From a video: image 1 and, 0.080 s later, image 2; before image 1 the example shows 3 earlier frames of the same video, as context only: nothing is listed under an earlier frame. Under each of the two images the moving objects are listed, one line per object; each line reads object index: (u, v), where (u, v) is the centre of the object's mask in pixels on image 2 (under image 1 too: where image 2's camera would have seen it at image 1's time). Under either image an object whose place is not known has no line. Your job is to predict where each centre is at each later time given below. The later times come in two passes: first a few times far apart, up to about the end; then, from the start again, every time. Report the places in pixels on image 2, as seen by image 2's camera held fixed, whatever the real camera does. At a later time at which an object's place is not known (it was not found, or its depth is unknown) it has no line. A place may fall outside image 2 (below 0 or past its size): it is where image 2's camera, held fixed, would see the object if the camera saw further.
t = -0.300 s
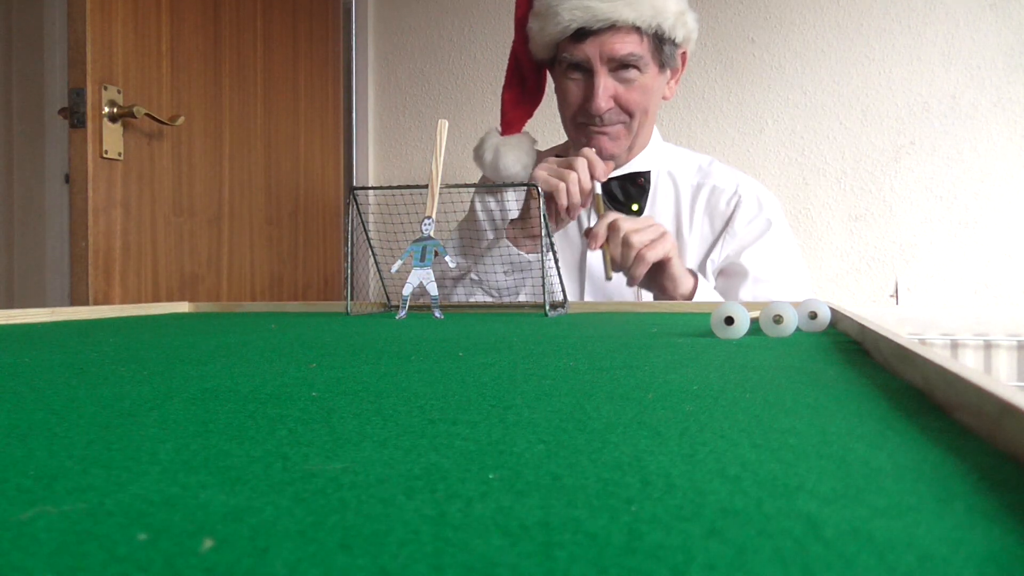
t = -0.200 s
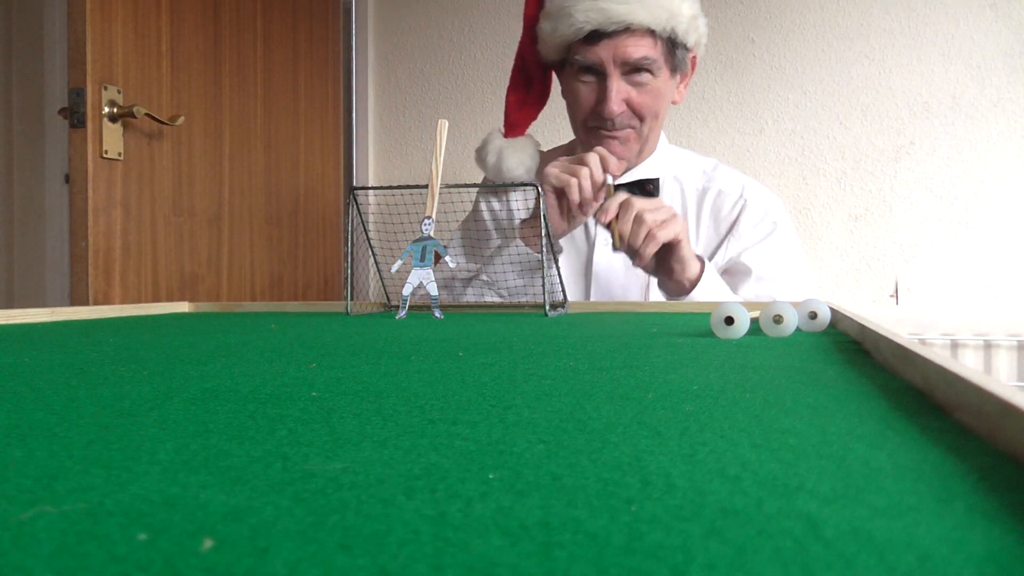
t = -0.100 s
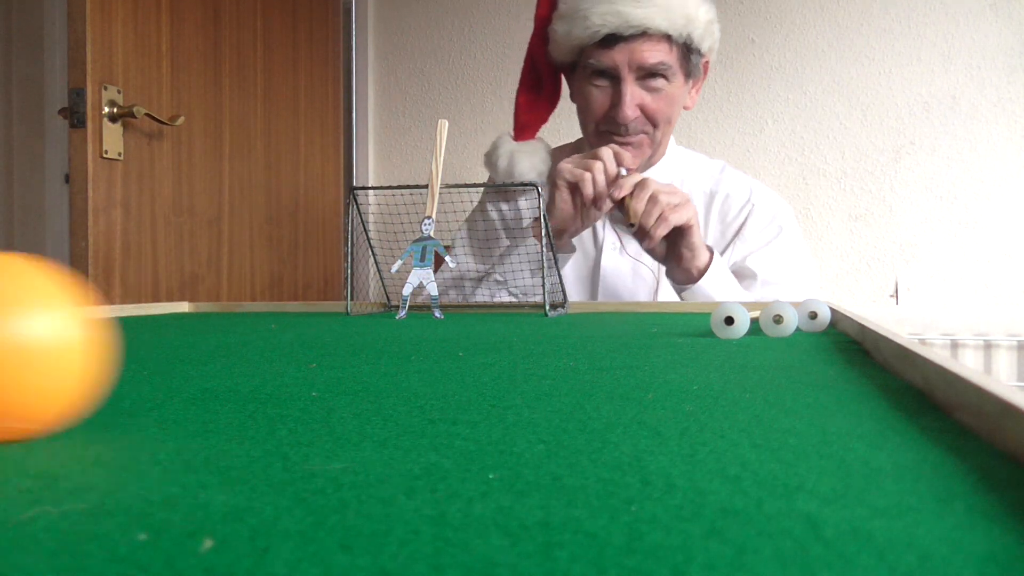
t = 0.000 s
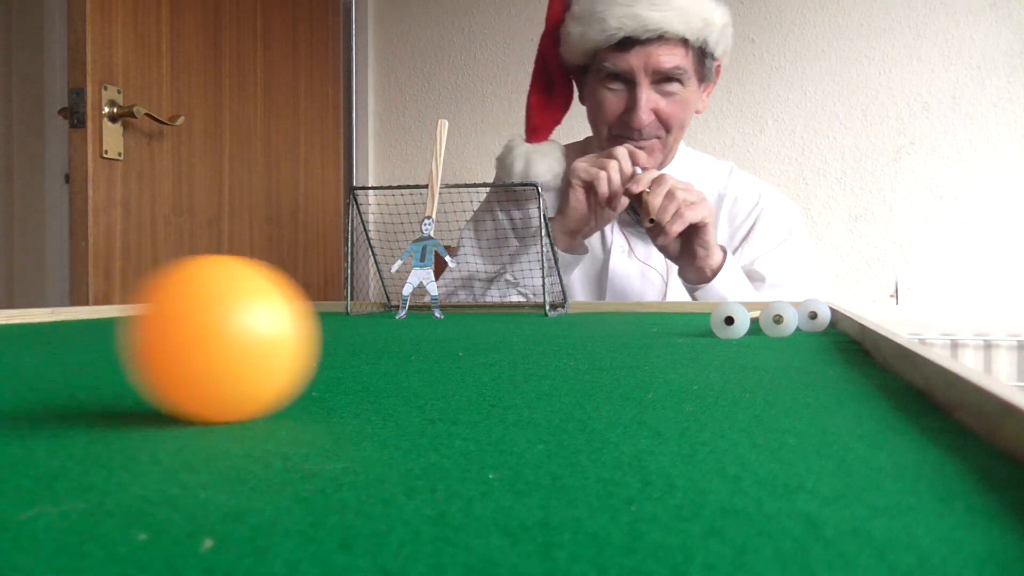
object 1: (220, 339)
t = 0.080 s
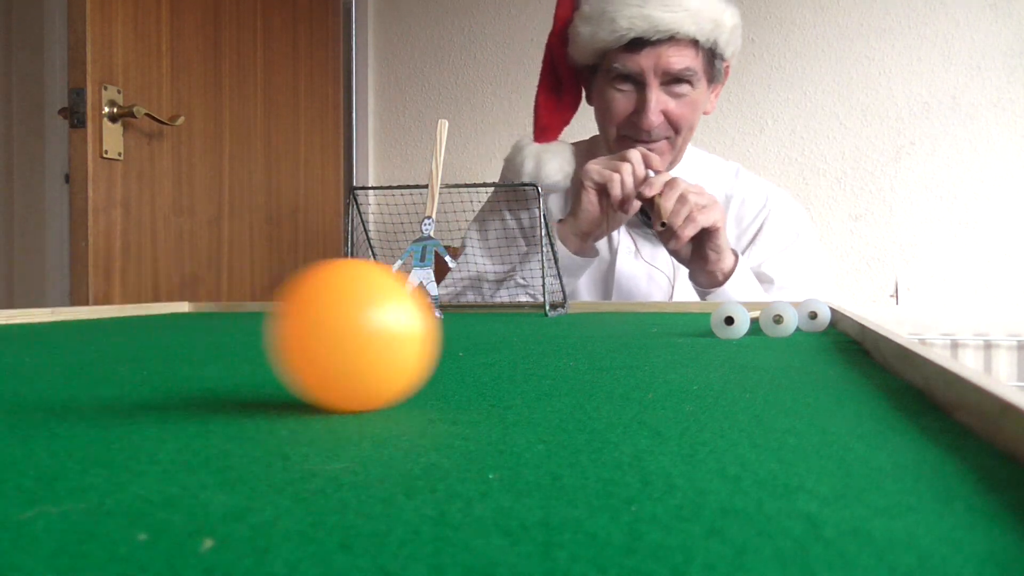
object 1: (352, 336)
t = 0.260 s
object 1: (584, 329)
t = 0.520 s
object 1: (802, 323)
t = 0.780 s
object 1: (819, 315)
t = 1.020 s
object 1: (796, 311)
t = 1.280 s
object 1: (765, 308)
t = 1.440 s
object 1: (749, 307)
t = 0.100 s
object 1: (382, 335)
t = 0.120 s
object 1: (410, 334)
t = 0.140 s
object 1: (437, 333)
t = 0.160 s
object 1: (464, 333)
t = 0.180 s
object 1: (489, 332)
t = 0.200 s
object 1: (514, 331)
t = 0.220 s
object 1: (538, 330)
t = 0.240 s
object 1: (562, 329)
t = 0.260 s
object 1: (584, 329)
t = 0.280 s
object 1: (606, 329)
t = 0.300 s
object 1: (626, 328)
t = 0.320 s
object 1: (645, 327)
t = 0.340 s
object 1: (663, 326)
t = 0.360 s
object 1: (680, 326)
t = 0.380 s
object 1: (697, 326)
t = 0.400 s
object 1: (712, 325)
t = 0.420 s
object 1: (727, 325)
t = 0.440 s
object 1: (742, 324)
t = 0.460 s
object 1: (757, 324)
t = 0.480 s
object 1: (772, 323)
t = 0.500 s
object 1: (787, 323)
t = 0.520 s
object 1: (802, 323)
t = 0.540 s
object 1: (817, 322)
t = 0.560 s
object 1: (832, 321)
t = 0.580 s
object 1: (846, 321)
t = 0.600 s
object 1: (846, 316)
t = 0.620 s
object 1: (837, 316)
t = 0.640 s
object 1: (832, 319)
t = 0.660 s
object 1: (830, 317)
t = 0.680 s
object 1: (828, 318)
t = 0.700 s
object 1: (826, 317)
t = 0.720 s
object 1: (824, 317)
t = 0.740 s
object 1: (822, 316)
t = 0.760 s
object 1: (821, 316)
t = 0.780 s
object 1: (819, 315)
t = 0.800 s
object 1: (817, 315)
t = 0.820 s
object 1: (815, 314)
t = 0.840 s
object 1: (814, 314)
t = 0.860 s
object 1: (812, 314)
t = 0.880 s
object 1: (810, 313)
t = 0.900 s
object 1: (808, 313)
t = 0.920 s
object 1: (806, 313)
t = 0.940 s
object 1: (804, 312)
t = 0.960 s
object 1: (802, 312)
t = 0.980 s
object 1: (800, 312)
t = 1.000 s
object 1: (798, 312)
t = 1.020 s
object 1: (796, 311)
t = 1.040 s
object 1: (794, 311)
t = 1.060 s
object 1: (791, 311)
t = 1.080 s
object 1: (789, 310)
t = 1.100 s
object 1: (787, 310)
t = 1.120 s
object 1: (785, 310)
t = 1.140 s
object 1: (782, 310)
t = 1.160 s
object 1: (780, 309)
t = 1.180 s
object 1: (777, 309)
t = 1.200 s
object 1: (775, 309)
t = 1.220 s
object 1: (772, 309)
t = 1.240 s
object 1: (770, 309)
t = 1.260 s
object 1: (768, 308)
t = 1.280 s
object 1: (765, 308)
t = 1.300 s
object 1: (763, 308)
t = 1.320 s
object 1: (761, 308)
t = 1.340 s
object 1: (759, 308)
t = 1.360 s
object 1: (757, 308)
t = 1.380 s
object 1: (755, 308)
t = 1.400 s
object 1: (753, 307)
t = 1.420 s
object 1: (751, 307)
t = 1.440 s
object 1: (749, 307)
